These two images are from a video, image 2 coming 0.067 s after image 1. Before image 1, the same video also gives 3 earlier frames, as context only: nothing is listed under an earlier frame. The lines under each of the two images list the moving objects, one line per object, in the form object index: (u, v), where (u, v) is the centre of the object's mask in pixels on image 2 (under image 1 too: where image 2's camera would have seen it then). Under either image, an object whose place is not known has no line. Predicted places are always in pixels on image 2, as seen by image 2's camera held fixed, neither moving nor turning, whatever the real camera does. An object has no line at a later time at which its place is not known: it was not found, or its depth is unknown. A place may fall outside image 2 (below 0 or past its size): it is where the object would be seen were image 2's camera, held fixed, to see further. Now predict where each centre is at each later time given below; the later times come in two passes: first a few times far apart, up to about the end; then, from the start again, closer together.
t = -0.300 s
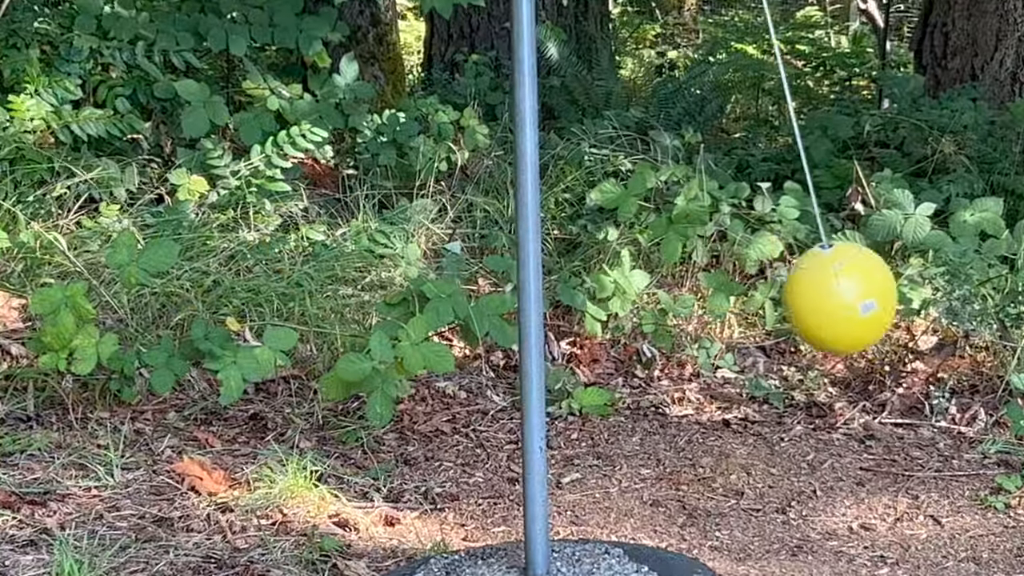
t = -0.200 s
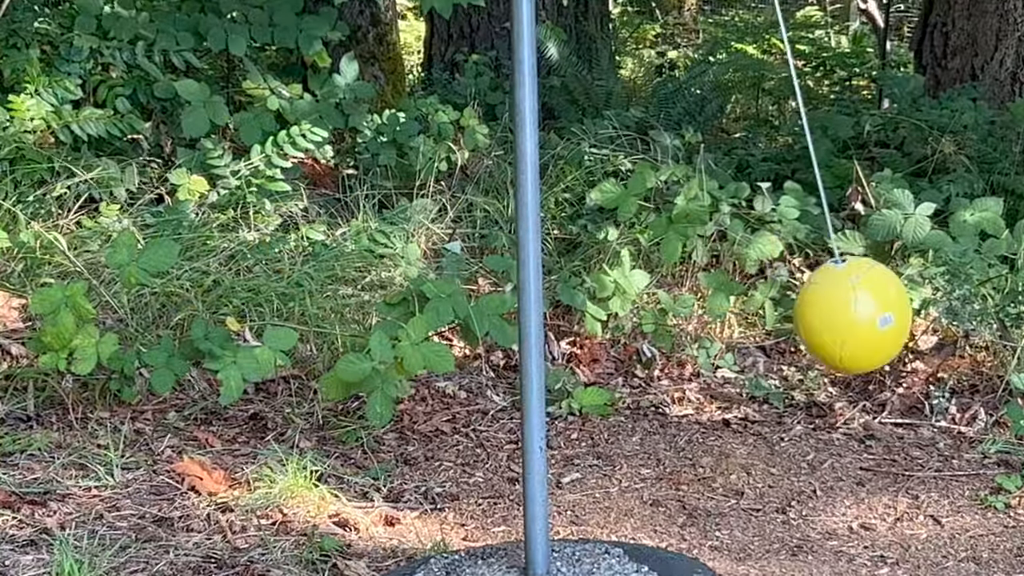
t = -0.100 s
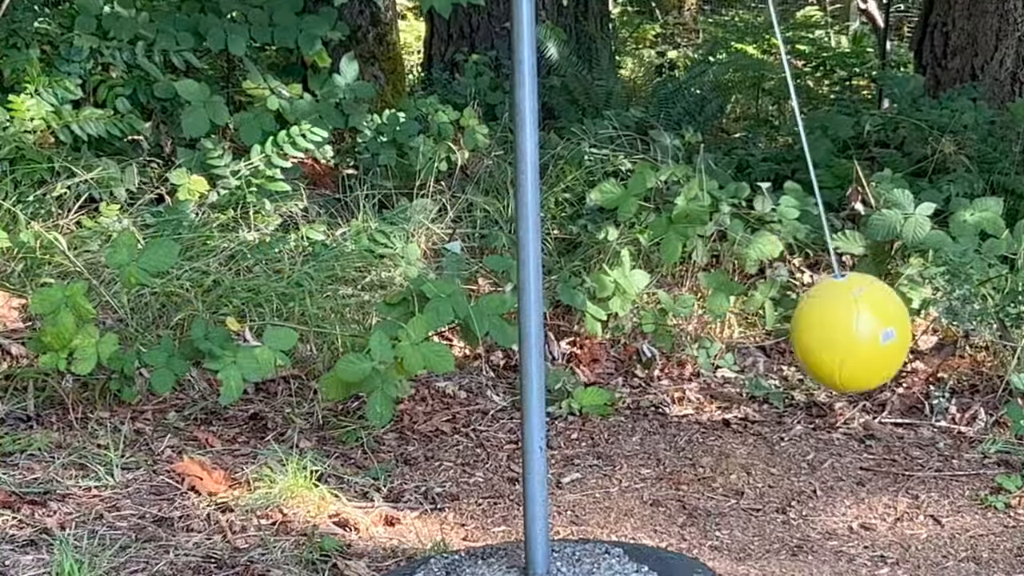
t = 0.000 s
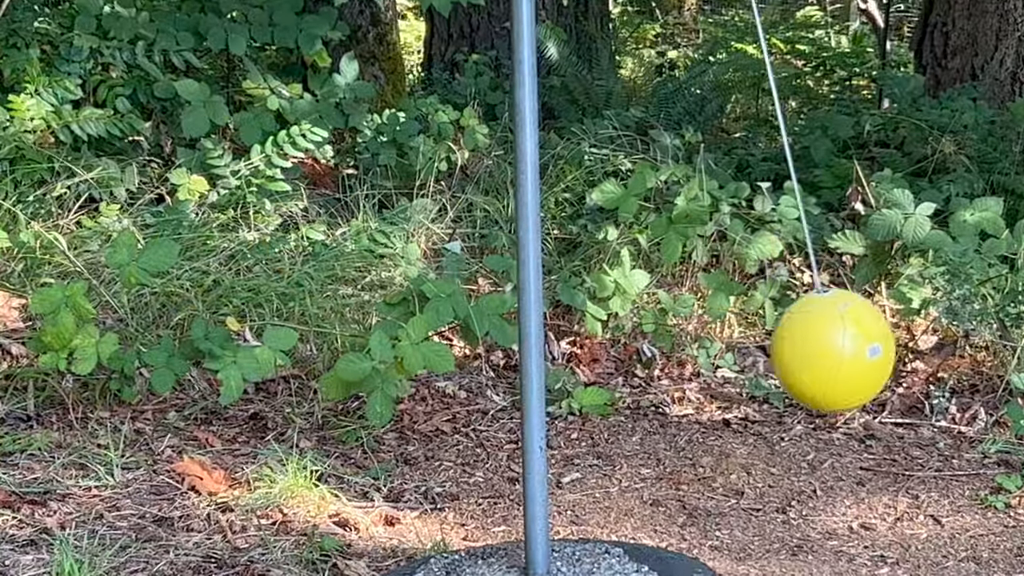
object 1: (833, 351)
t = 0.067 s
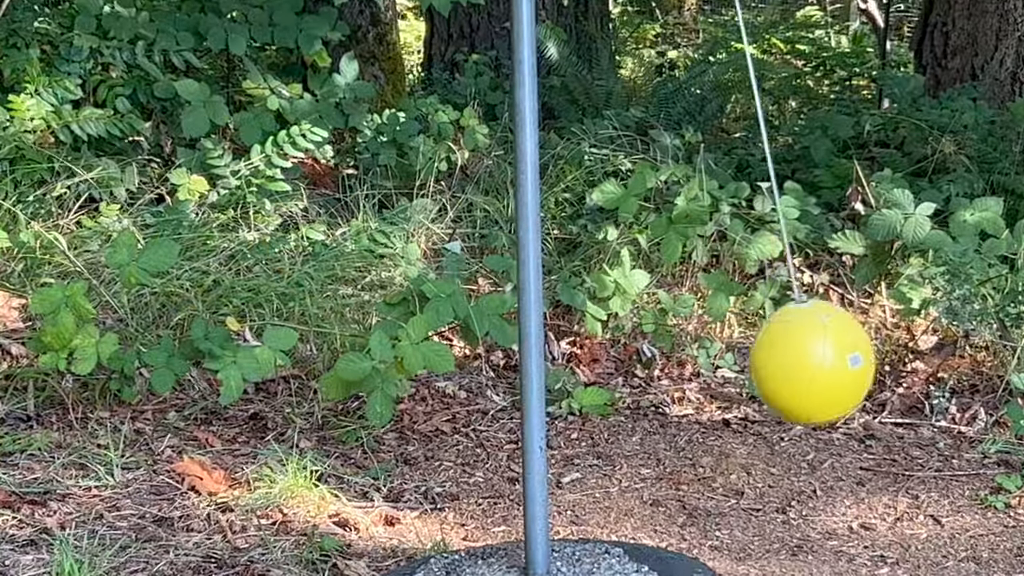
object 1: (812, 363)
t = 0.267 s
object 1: (708, 391)
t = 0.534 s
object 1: (503, 408)
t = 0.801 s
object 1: (303, 388)
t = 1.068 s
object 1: (192, 346)
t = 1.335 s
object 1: (198, 306)
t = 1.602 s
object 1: (303, 280)
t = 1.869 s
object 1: (460, 271)
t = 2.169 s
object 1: (638, 280)
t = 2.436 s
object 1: (743, 304)
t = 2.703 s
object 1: (757, 343)
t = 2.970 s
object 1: (659, 379)
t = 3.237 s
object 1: (487, 390)
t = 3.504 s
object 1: (335, 366)
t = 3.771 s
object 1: (289, 330)
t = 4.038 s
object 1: (360, 305)
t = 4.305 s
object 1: (484, 298)
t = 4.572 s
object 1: (632, 306)
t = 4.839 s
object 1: (690, 331)
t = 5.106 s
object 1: (632, 363)
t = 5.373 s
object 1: (491, 372)
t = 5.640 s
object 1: (392, 345)
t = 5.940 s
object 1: (433, 323)
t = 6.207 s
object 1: (561, 321)
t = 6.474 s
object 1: (620, 334)
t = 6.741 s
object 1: (606, 346)
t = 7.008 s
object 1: (597, 349)
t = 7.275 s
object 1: (604, 347)
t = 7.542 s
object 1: (588, 341)
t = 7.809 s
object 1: (476, 332)
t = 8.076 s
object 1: (414, 331)
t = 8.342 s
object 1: (440, 358)
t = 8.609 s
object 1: (456, 367)
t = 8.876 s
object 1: (486, 371)
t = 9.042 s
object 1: (496, 373)
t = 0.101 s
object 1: (799, 368)
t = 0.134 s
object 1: (784, 373)
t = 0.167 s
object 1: (767, 378)
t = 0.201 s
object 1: (749, 383)
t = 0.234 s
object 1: (729, 387)
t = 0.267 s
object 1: (708, 391)
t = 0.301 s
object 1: (685, 395)
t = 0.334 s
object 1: (661, 399)
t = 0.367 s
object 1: (637, 401)
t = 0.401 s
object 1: (612, 404)
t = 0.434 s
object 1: (585, 405)
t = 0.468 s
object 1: (558, 407)
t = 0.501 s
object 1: (531, 408)
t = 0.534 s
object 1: (503, 408)
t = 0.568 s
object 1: (477, 407)
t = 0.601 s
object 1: (449, 406)
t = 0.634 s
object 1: (423, 405)
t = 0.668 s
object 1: (397, 402)
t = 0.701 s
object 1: (372, 399)
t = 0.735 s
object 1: (348, 396)
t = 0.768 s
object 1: (325, 392)
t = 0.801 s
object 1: (303, 388)
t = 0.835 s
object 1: (283, 384)
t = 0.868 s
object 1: (264, 379)
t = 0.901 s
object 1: (248, 374)
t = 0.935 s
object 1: (232, 369)
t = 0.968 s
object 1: (219, 363)
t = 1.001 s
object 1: (208, 358)
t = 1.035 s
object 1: (199, 352)
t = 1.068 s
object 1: (192, 346)
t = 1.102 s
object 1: (186, 341)
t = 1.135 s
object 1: (182, 336)
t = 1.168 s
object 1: (180, 330)
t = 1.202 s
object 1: (180, 325)
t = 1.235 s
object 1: (182, 320)
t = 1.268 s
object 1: (186, 315)
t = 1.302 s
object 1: (191, 310)
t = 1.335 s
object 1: (198, 306)
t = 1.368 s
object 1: (207, 302)
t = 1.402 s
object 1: (216, 298)
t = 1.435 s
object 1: (227, 294)
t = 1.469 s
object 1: (241, 291)
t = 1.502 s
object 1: (254, 288)
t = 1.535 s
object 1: (269, 285)
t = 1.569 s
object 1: (285, 282)
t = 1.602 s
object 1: (303, 280)
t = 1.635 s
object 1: (320, 278)
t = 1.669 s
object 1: (338, 276)
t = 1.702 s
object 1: (358, 275)
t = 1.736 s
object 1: (378, 273)
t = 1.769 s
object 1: (398, 272)
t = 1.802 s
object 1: (418, 272)
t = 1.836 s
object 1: (439, 271)
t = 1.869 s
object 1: (460, 271)
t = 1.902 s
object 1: (475, 271)
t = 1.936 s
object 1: (487, 272)
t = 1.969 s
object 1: (516, 272)
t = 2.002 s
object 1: (547, 272)
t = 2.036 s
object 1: (574, 273)
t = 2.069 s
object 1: (585, 274)
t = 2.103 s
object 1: (600, 276)
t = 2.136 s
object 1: (619, 277)
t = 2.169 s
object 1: (638, 280)
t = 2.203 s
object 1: (654, 282)
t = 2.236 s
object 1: (670, 284)
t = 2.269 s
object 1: (686, 287)
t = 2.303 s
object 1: (699, 290)
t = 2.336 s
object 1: (713, 293)
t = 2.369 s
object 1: (724, 297)
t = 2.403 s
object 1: (735, 301)
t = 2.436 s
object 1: (743, 304)
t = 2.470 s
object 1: (751, 309)
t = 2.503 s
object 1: (756, 313)
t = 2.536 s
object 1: (761, 318)
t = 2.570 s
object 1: (764, 323)
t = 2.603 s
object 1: (765, 327)
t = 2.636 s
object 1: (764, 332)
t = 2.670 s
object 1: (761, 337)
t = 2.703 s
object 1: (757, 343)
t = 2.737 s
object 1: (751, 347)
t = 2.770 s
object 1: (743, 353)
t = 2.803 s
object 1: (733, 358)
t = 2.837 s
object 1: (721, 363)
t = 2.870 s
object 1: (708, 367)
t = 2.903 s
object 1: (692, 371)
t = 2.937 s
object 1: (677, 375)
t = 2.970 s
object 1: (659, 379)
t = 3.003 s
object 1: (640, 382)
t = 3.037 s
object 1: (620, 385)
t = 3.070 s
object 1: (599, 388)
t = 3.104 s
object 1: (576, 389)
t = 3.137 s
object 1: (555, 391)
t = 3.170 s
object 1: (532, 391)
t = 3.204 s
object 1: (509, 391)
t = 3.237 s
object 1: (487, 390)
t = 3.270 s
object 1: (464, 389)
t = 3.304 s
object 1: (442, 387)
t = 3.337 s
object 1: (421, 384)
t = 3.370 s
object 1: (401, 382)
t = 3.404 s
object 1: (383, 378)
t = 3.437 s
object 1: (365, 375)
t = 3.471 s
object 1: (349, 370)
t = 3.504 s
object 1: (335, 366)
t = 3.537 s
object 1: (323, 362)
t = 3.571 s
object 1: (312, 357)
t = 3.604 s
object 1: (303, 352)
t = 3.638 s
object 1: (297, 347)
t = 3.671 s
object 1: (292, 342)
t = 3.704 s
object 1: (289, 338)
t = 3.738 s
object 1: (288, 334)
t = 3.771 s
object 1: (289, 330)
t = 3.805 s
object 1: (293, 326)
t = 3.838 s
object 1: (298, 322)
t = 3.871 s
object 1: (304, 319)
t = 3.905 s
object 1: (312, 316)
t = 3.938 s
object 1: (322, 312)
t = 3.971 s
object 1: (333, 309)
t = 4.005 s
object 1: (346, 307)
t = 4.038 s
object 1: (360, 305)
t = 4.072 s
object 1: (375, 303)
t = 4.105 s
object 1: (390, 301)
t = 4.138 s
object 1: (407, 300)
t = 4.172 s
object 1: (425, 299)
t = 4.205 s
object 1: (443, 298)
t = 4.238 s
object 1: (462, 297)
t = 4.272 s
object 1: (474, 297)
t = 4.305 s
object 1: (484, 298)
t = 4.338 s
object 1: (512, 298)
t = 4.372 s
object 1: (541, 296)
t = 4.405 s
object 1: (560, 298)
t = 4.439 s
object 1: (580, 299)
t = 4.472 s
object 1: (590, 301)
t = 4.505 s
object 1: (603, 302)
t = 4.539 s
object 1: (617, 304)
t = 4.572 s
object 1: (632, 306)
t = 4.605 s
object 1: (644, 308)
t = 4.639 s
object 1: (655, 310)
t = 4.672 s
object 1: (666, 314)
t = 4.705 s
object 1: (673, 316)
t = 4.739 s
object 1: (680, 319)
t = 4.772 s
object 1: (685, 323)
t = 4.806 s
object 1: (688, 327)
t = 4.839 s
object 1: (690, 331)
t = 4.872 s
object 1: (689, 335)
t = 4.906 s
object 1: (686, 339)
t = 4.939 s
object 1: (682, 343)
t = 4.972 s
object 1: (675, 348)
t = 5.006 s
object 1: (667, 352)
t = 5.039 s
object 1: (657, 357)
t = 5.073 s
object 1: (645, 360)
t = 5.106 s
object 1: (632, 363)
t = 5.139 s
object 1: (617, 367)
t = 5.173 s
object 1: (600, 369)
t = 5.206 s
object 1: (583, 372)
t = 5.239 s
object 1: (566, 373)
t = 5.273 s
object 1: (547, 374)
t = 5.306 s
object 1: (528, 374)
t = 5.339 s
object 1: (509, 373)
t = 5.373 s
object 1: (491, 372)
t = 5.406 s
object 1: (473, 370)
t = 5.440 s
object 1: (457, 367)
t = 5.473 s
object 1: (441, 364)
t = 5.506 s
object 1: (428, 360)
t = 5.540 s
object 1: (416, 357)
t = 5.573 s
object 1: (406, 353)
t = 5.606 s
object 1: (398, 349)
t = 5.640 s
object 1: (392, 345)
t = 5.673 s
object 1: (388, 341)
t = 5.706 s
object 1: (386, 338)
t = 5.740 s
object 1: (387, 335)
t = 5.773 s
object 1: (390, 332)
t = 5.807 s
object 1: (395, 329)
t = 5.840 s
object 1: (402, 327)
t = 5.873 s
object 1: (410, 325)
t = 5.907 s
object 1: (421, 324)
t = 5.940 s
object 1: (433, 323)
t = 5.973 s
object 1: (446, 321)
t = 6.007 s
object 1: (460, 321)
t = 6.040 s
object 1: (471, 321)
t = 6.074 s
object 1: (480, 321)
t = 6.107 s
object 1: (500, 321)
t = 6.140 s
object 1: (517, 321)
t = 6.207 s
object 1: (561, 321)
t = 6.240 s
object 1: (580, 321)
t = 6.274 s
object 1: (587, 323)
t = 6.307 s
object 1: (594, 324)
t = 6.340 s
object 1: (601, 325)
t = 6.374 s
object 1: (609, 327)
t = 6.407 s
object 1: (615, 329)
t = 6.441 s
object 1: (619, 331)
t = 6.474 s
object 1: (620, 334)
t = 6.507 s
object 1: (619, 336)
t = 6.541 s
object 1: (616, 340)
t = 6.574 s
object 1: (611, 343)
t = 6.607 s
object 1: (604, 346)
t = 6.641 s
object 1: (608, 345)
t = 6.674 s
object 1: (609, 345)
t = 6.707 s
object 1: (608, 345)
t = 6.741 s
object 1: (606, 346)
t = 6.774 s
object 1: (601, 348)
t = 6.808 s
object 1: (599, 348)
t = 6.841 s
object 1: (600, 348)
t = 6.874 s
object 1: (599, 348)
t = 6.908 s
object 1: (597, 349)
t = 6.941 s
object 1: (597, 349)
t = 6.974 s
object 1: (597, 348)
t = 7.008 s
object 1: (597, 349)
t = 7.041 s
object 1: (597, 349)
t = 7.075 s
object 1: (598, 349)
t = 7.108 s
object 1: (599, 348)
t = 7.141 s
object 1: (600, 348)
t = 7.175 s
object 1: (601, 348)
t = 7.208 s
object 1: (602, 347)
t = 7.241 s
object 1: (603, 347)
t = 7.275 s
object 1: (604, 347)
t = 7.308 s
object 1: (605, 346)
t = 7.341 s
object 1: (605, 345)
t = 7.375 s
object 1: (605, 344)
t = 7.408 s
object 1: (603, 344)
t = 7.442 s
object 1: (601, 344)
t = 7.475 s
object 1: (598, 343)
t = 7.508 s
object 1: (593, 342)
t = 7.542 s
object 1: (588, 341)
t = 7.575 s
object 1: (582, 340)
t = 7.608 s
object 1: (577, 340)
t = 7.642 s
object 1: (554, 339)
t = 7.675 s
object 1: (542, 337)
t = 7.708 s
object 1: (518, 336)
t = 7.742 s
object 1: (505, 335)
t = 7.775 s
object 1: (483, 333)
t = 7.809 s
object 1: (476, 332)
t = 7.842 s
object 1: (469, 330)
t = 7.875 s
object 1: (461, 329)
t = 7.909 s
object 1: (450, 328)
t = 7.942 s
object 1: (439, 328)
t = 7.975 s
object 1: (431, 329)
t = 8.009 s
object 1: (424, 329)
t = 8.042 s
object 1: (418, 330)
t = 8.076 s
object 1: (414, 331)
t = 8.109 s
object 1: (412, 333)
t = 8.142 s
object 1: (411, 336)
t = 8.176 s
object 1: (412, 339)
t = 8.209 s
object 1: (414, 343)
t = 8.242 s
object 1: (419, 346)
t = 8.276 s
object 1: (425, 350)
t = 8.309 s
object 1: (431, 354)
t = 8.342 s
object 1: (440, 358)
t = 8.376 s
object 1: (451, 361)
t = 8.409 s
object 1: (462, 364)
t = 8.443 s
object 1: (460, 365)
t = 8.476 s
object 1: (456, 366)
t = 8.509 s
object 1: (455, 367)
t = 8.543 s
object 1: (454, 367)
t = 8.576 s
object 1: (454, 367)
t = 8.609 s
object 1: (456, 367)
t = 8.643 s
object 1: (458, 368)
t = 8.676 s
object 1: (462, 369)
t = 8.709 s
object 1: (467, 369)
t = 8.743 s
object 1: (472, 370)
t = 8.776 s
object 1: (479, 371)
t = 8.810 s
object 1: (486, 371)
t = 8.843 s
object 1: (486, 371)
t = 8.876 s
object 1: (486, 371)
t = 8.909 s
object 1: (487, 372)
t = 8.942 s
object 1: (488, 373)
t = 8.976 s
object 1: (490, 373)
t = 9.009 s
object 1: (493, 373)
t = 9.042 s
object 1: (496, 373)
